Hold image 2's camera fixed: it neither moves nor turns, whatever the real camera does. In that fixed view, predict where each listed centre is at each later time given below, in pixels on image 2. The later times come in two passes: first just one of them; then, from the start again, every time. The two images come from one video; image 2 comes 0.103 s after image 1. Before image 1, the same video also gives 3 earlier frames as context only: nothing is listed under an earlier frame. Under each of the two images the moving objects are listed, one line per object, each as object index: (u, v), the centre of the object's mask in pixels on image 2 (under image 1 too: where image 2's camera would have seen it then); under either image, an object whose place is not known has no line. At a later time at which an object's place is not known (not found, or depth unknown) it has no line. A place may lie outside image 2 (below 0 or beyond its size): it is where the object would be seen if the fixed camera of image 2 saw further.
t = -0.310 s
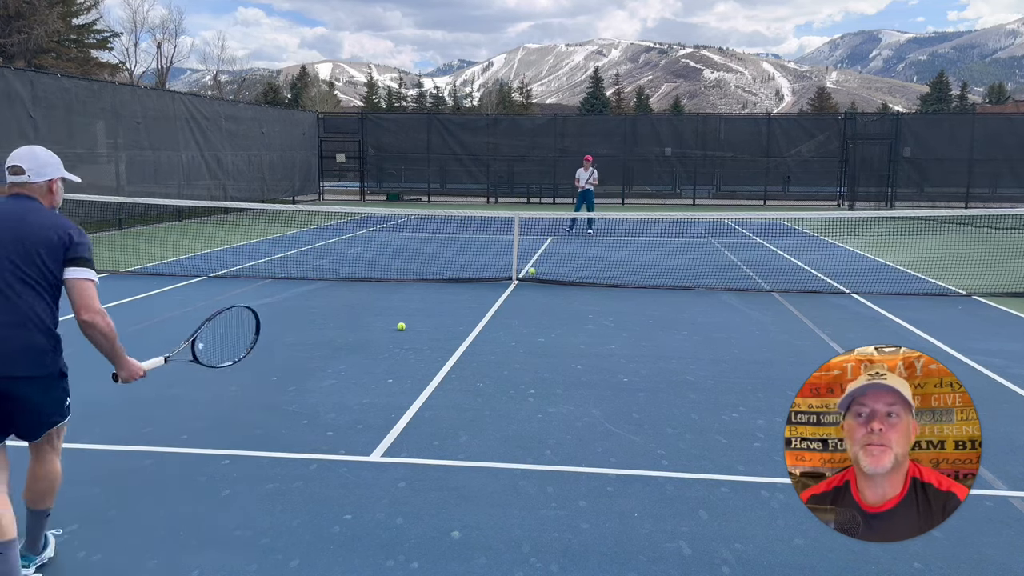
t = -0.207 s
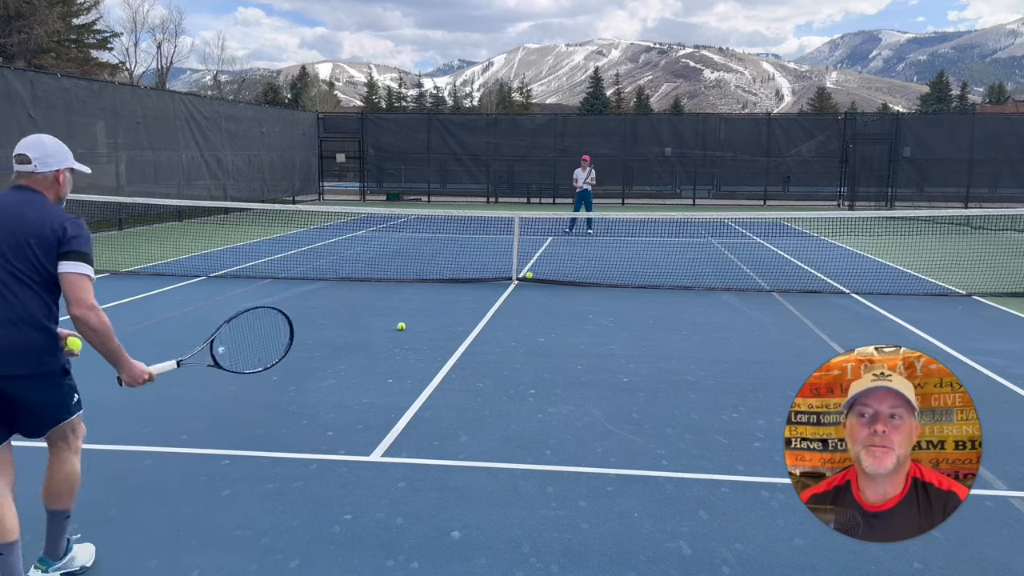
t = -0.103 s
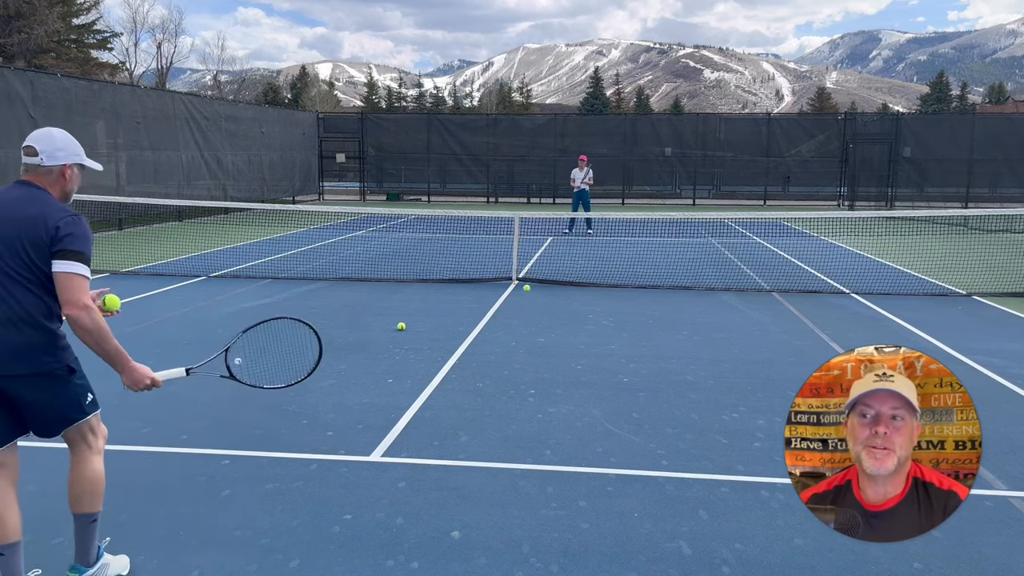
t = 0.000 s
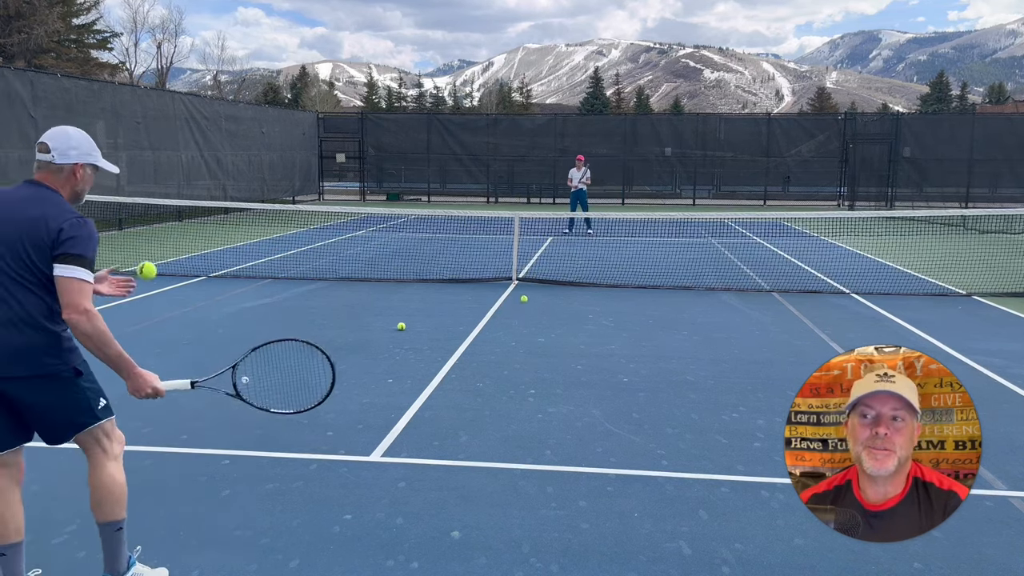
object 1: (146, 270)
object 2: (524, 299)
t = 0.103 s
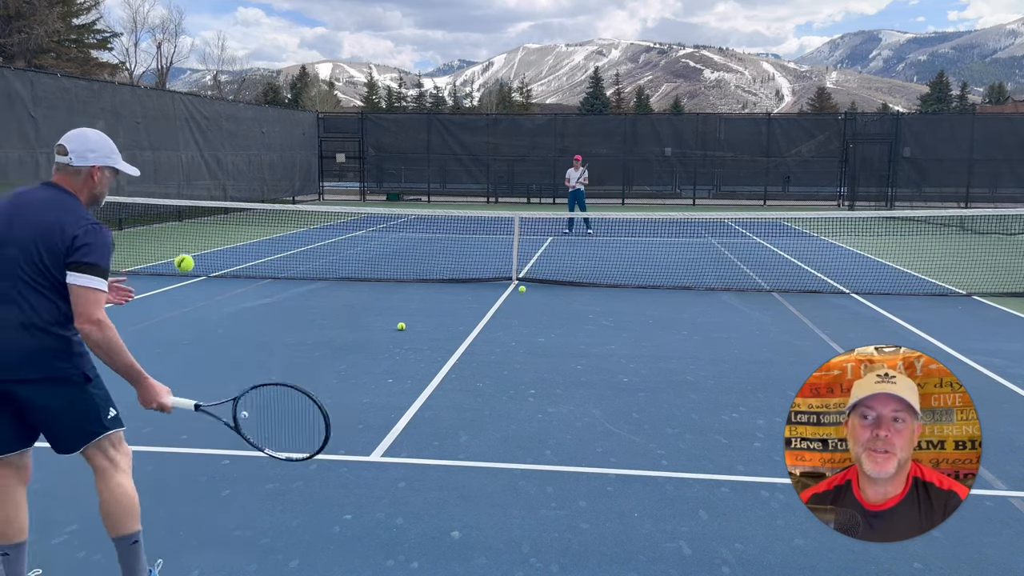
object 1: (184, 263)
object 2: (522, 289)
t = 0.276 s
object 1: (249, 306)
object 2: (519, 292)
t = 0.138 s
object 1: (197, 266)
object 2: (521, 287)
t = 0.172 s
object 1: (209, 272)
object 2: (521, 287)
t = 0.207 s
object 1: (222, 280)
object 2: (520, 288)
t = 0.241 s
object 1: (236, 291)
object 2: (519, 289)
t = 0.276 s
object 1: (249, 306)
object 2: (519, 292)
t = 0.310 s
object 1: (262, 323)
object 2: (518, 296)
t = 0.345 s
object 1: (275, 342)
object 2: (517, 301)
